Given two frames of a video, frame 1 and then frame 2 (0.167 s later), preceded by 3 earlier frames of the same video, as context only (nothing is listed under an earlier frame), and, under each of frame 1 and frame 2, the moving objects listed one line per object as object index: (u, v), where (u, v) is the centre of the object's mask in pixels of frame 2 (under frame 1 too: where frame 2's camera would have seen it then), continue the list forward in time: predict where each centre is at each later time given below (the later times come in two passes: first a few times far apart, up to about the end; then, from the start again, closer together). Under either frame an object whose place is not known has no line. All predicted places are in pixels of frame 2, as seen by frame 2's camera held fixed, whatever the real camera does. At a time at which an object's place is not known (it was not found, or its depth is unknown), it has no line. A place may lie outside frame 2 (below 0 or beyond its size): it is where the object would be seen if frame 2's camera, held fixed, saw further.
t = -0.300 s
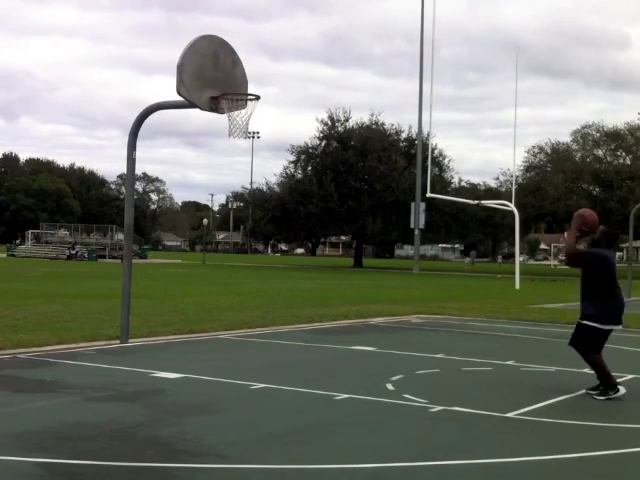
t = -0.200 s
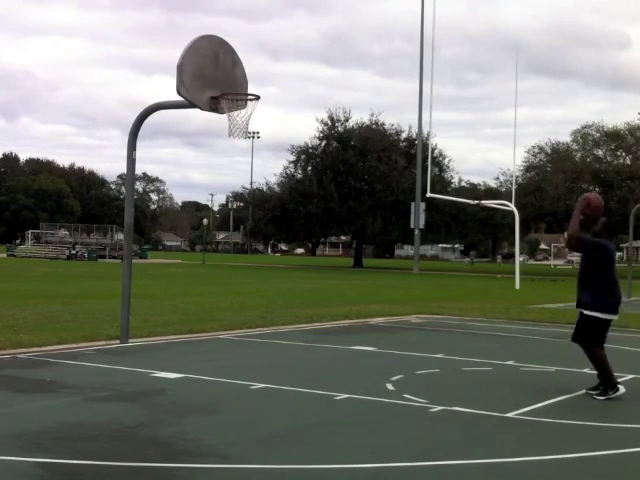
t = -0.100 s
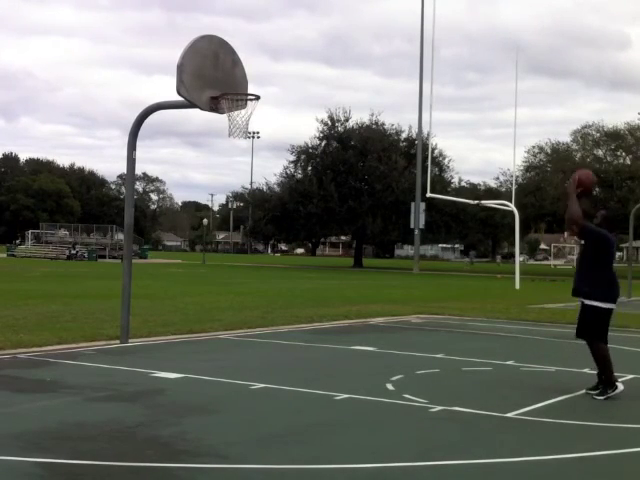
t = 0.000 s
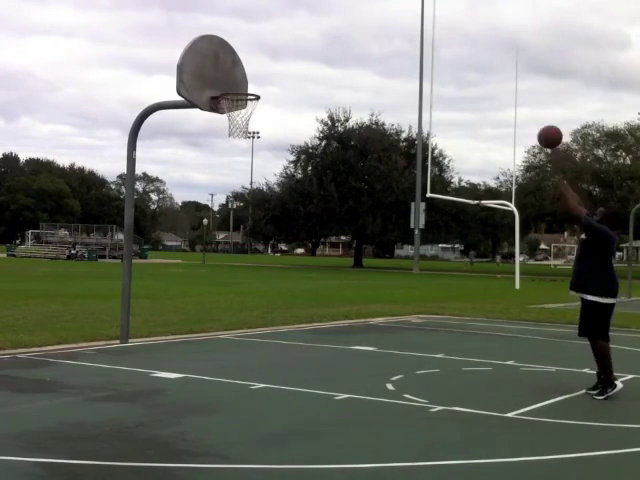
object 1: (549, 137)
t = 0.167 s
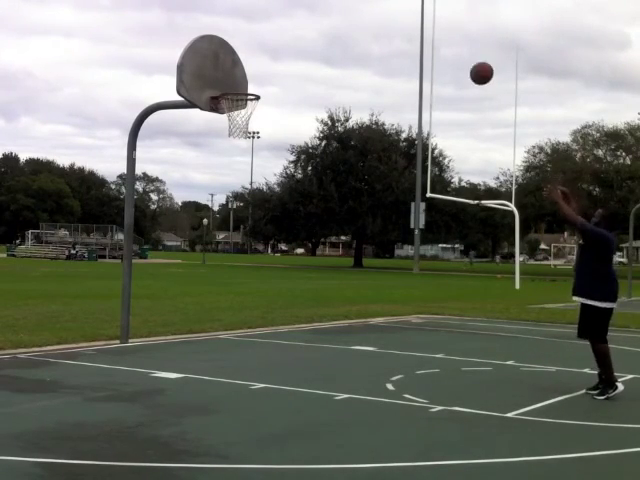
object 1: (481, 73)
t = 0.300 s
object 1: (430, 43)
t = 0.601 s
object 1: (325, 36)
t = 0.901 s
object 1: (234, 103)
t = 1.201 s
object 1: (243, 194)
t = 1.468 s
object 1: (250, 337)
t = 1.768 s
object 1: (281, 254)
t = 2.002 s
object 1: (307, 223)
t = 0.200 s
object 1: (468, 64)
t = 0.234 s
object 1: (455, 56)
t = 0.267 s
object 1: (443, 49)
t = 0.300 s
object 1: (430, 43)
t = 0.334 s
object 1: (418, 39)
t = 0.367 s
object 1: (406, 34)
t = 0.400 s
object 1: (394, 32)
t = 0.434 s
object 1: (382, 30)
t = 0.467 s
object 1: (370, 29)
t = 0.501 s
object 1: (359, 29)
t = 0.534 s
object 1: (347, 31)
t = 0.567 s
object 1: (336, 33)
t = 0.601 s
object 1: (325, 36)
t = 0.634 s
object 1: (314, 40)
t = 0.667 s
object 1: (304, 45)
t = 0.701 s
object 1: (293, 50)
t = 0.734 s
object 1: (282, 57)
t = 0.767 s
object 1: (272, 64)
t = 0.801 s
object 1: (261, 72)
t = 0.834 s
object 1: (251, 81)
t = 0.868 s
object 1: (242, 90)
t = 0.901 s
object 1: (234, 103)
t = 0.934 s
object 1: (230, 113)
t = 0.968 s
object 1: (233, 122)
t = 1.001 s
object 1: (234, 129)
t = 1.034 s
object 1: (236, 137)
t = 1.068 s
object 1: (237, 146)
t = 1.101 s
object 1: (239, 156)
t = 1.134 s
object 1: (240, 168)
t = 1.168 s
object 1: (241, 181)
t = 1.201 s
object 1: (243, 194)
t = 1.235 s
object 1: (246, 206)
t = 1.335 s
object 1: (248, 257)
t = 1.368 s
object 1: (248, 275)
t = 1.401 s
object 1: (249, 296)
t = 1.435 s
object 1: (250, 316)
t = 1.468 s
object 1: (250, 337)
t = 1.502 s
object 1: (253, 343)
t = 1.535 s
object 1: (256, 329)
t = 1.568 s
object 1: (260, 317)
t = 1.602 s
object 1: (264, 304)
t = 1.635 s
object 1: (267, 293)
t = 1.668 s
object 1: (270, 282)
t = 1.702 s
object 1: (274, 272)
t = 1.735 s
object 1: (278, 264)
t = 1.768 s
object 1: (281, 254)
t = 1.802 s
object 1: (285, 247)
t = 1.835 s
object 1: (288, 241)
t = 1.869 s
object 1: (292, 236)
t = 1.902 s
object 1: (296, 231)
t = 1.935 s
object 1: (299, 228)
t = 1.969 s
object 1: (303, 224)
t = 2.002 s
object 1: (307, 223)
